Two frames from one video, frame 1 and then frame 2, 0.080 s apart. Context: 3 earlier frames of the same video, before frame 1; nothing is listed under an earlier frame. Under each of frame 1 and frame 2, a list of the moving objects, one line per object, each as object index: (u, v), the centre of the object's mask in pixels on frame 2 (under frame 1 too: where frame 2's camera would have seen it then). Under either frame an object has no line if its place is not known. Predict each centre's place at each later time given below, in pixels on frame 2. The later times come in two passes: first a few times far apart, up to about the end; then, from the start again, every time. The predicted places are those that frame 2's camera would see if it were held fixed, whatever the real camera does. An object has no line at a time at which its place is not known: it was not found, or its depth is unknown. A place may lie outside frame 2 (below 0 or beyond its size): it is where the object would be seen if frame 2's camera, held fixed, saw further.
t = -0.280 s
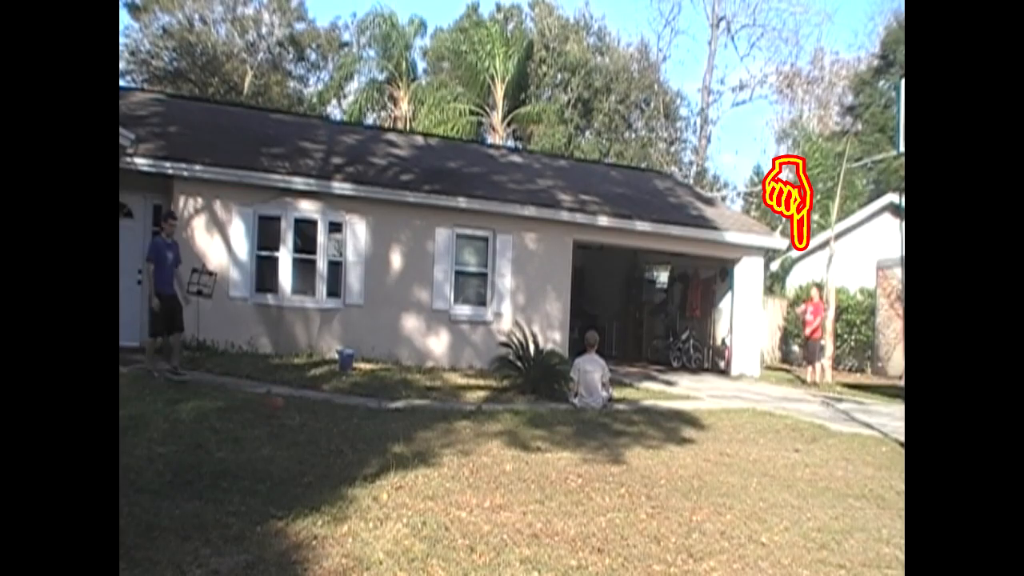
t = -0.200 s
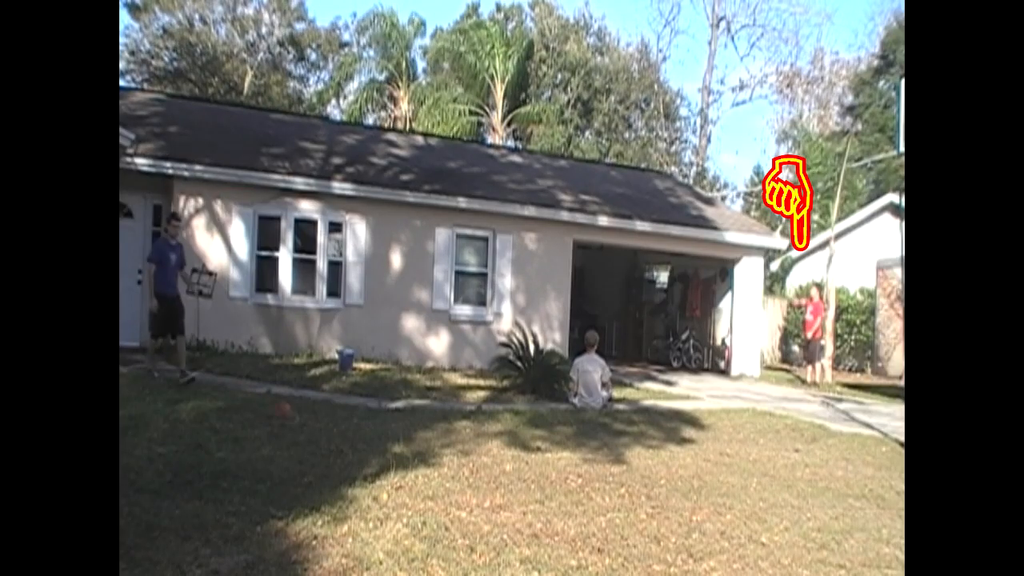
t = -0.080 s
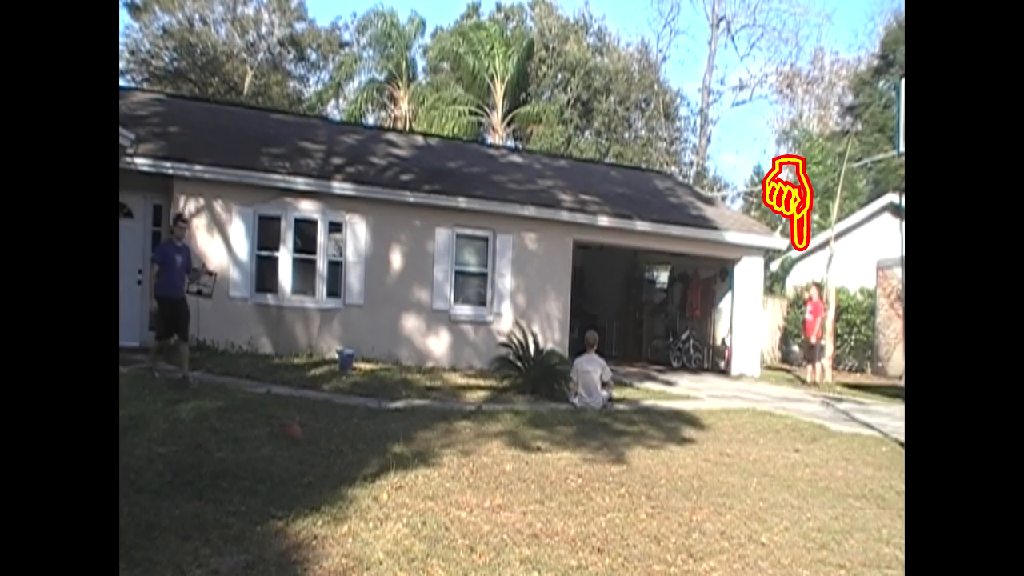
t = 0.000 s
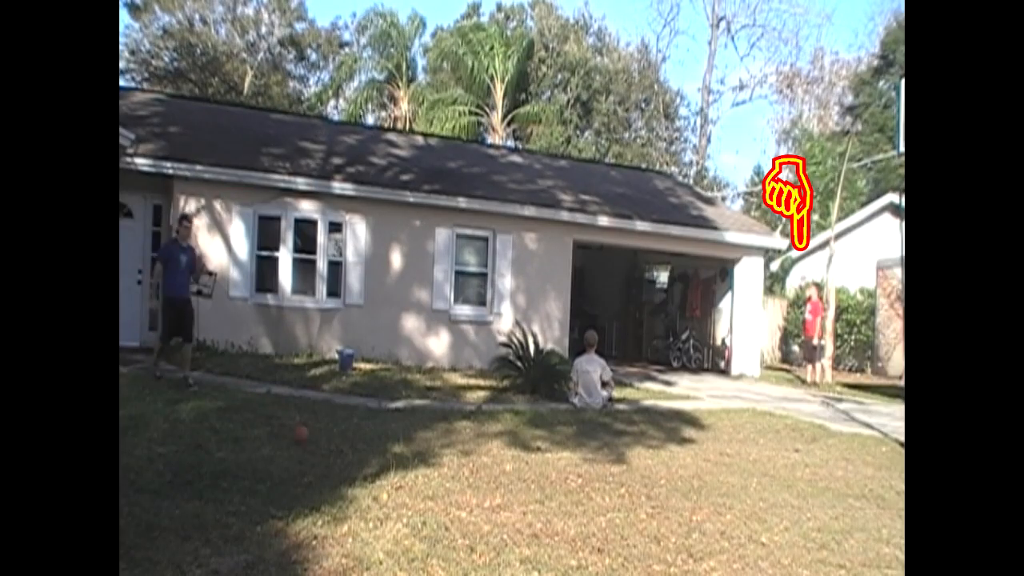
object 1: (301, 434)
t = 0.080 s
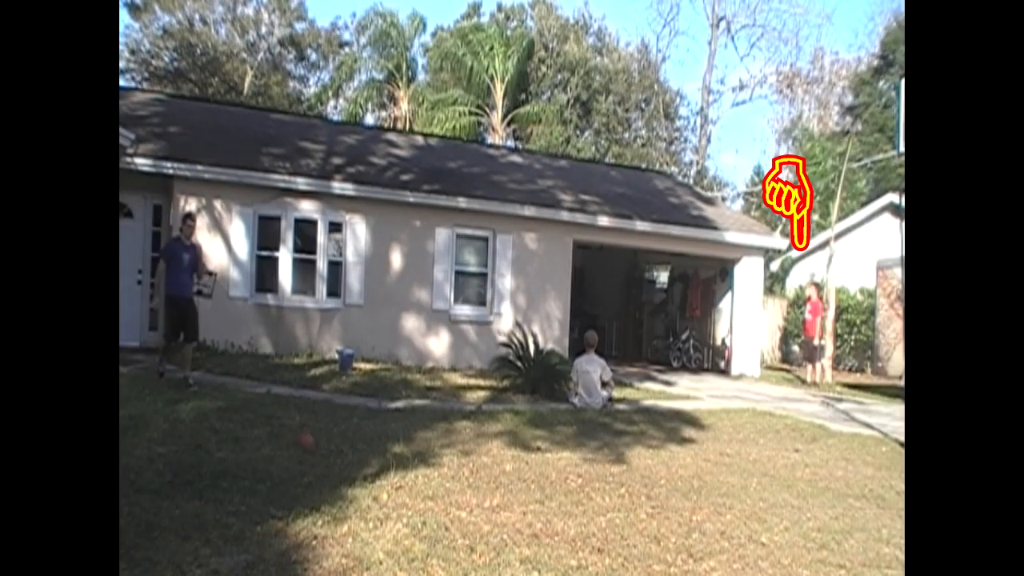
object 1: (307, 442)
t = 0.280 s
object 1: (321, 453)
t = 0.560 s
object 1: (340, 474)
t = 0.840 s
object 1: (362, 496)
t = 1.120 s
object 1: (383, 512)
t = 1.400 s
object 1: (398, 525)
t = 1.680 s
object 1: (407, 542)
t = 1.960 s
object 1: (411, 557)
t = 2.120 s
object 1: (411, 559)
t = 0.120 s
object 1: (309, 444)
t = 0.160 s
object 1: (312, 446)
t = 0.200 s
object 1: (315, 446)
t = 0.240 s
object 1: (318, 449)
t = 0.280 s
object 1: (321, 453)
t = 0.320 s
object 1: (324, 458)
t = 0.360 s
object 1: (327, 464)
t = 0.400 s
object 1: (329, 463)
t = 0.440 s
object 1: (332, 462)
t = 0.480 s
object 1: (334, 463)
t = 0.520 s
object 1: (337, 467)
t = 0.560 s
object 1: (340, 474)
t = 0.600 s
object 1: (344, 483)
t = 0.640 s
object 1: (345, 486)
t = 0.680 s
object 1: (349, 485)
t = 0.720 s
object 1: (352, 484)
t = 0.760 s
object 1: (355, 486)
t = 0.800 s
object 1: (359, 490)
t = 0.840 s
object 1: (362, 496)
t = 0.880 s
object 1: (365, 499)
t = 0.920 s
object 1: (368, 499)
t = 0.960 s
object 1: (372, 500)
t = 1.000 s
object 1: (376, 504)
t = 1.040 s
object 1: (378, 510)
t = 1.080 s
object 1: (380, 511)
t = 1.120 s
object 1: (383, 512)
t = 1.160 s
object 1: (386, 515)
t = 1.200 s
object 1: (388, 518)
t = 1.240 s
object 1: (390, 521)
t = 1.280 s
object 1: (391, 521)
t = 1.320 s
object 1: (393, 523)
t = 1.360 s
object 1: (396, 523)
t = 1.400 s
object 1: (398, 525)
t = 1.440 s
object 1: (401, 532)
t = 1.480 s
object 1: (403, 534)
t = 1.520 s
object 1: (404, 535)
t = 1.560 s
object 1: (404, 536)
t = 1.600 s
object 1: (406, 540)
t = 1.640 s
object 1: (407, 541)
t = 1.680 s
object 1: (407, 542)
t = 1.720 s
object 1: (408, 543)
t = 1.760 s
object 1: (407, 544)
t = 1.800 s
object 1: (409, 551)
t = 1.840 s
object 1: (410, 552)
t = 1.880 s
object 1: (410, 553)
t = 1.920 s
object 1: (410, 554)
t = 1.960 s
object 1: (411, 557)
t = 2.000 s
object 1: (411, 558)
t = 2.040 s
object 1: (411, 559)
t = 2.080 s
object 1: (411, 559)
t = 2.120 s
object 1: (411, 559)
